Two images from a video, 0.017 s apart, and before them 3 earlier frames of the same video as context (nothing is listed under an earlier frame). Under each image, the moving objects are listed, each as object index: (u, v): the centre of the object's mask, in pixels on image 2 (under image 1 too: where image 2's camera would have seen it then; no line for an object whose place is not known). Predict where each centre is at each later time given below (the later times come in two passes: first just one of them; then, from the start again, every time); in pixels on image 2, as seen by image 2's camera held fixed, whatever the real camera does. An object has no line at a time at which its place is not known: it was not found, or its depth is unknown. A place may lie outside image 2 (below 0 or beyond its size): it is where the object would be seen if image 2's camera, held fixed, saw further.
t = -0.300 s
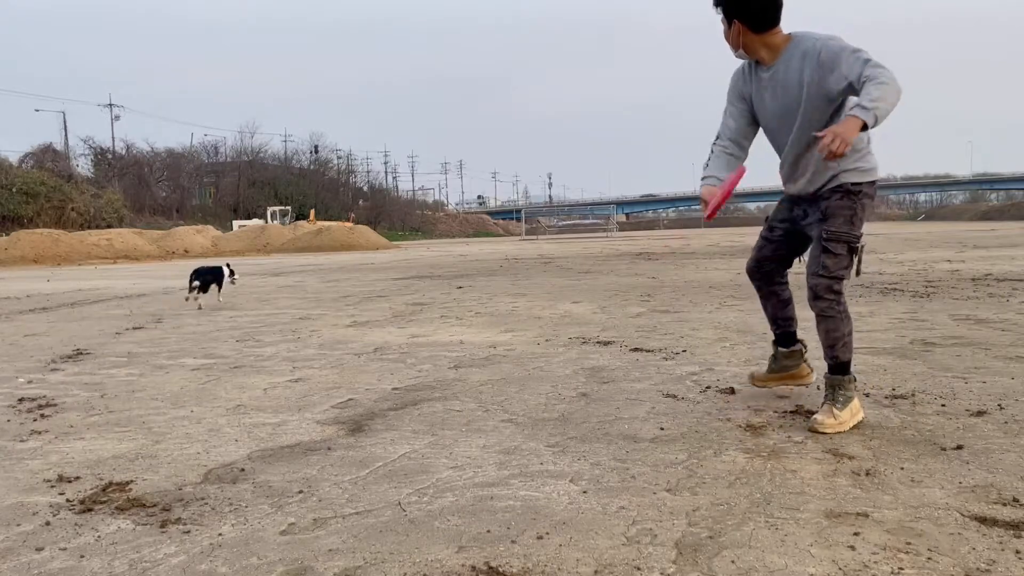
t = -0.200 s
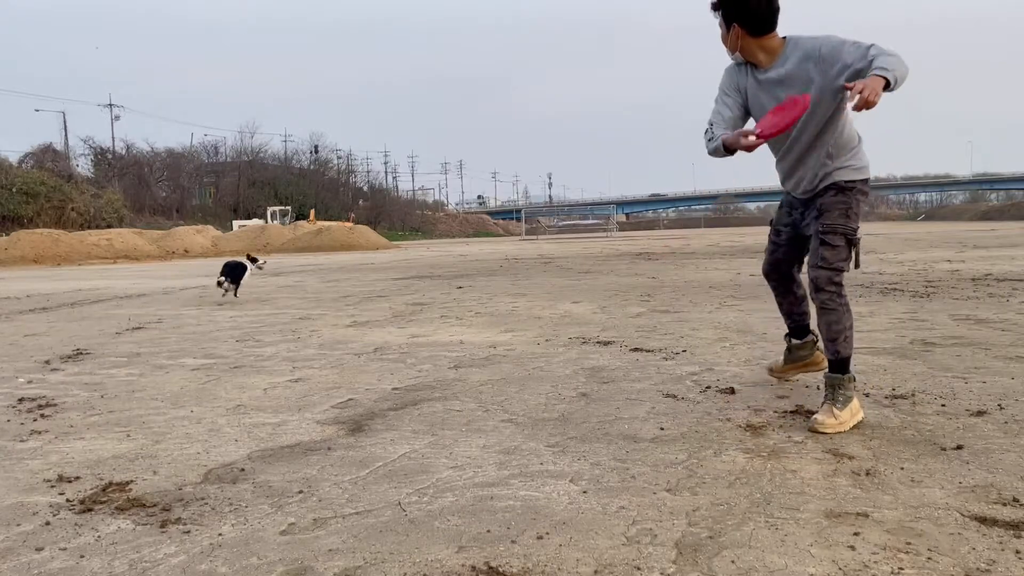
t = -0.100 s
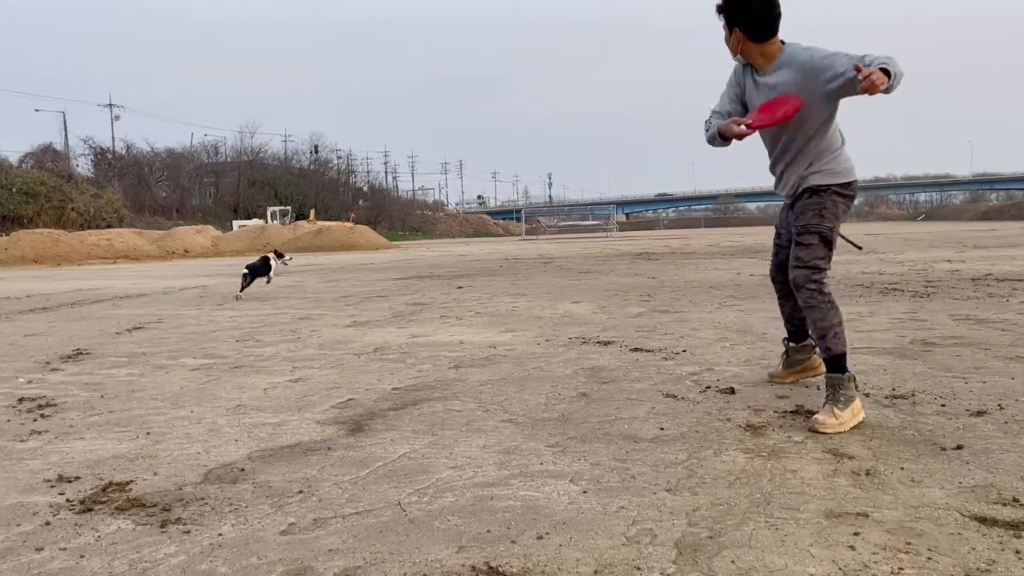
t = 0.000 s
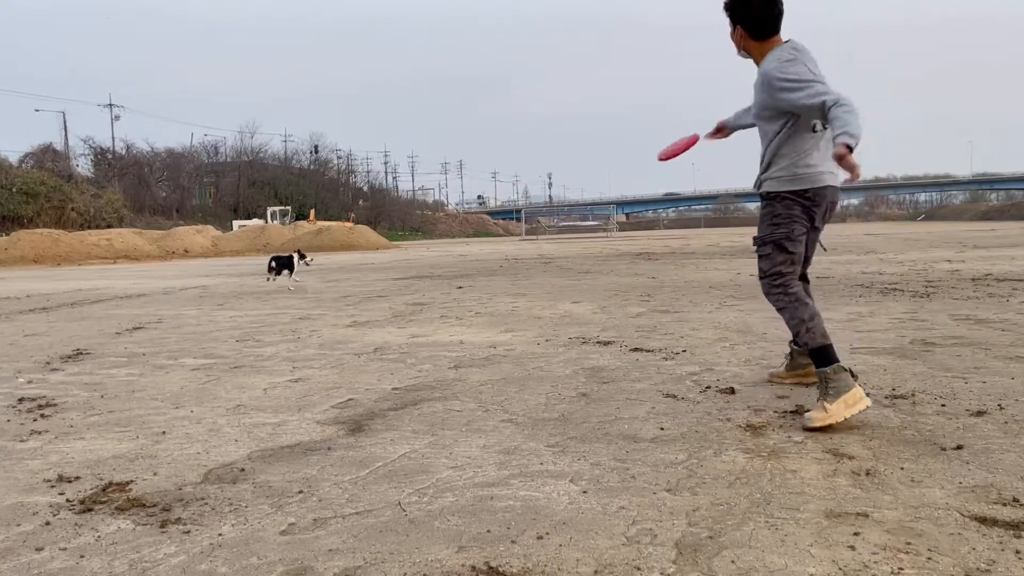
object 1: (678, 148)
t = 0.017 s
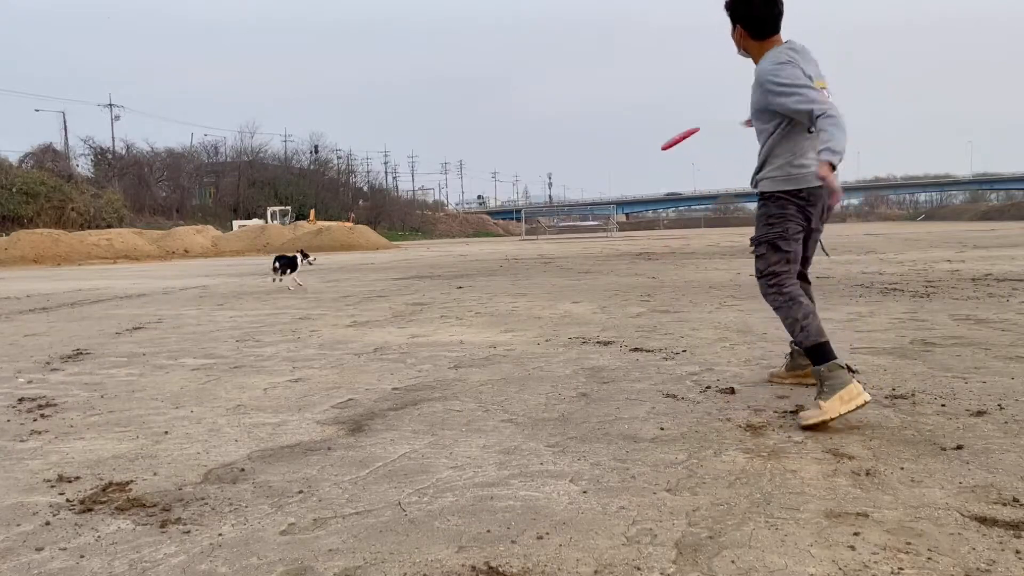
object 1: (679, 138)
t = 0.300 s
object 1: (680, 71)
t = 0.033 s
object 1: (681, 130)
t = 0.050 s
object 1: (682, 123)
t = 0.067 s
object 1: (683, 116)
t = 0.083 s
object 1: (683, 110)
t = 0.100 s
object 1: (683, 105)
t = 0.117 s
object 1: (683, 100)
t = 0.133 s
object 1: (683, 96)
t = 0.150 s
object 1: (683, 92)
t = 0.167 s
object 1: (683, 89)
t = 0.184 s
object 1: (682, 85)
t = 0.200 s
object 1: (682, 82)
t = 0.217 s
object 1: (682, 80)
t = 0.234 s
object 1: (681, 78)
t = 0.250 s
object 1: (681, 76)
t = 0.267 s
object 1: (681, 74)
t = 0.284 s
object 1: (681, 73)
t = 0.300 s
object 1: (680, 71)
